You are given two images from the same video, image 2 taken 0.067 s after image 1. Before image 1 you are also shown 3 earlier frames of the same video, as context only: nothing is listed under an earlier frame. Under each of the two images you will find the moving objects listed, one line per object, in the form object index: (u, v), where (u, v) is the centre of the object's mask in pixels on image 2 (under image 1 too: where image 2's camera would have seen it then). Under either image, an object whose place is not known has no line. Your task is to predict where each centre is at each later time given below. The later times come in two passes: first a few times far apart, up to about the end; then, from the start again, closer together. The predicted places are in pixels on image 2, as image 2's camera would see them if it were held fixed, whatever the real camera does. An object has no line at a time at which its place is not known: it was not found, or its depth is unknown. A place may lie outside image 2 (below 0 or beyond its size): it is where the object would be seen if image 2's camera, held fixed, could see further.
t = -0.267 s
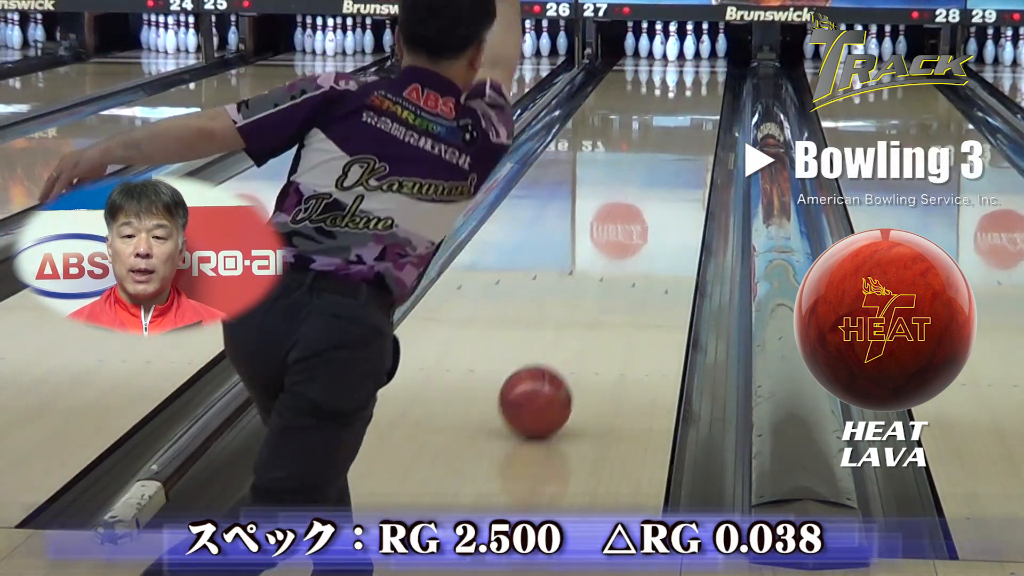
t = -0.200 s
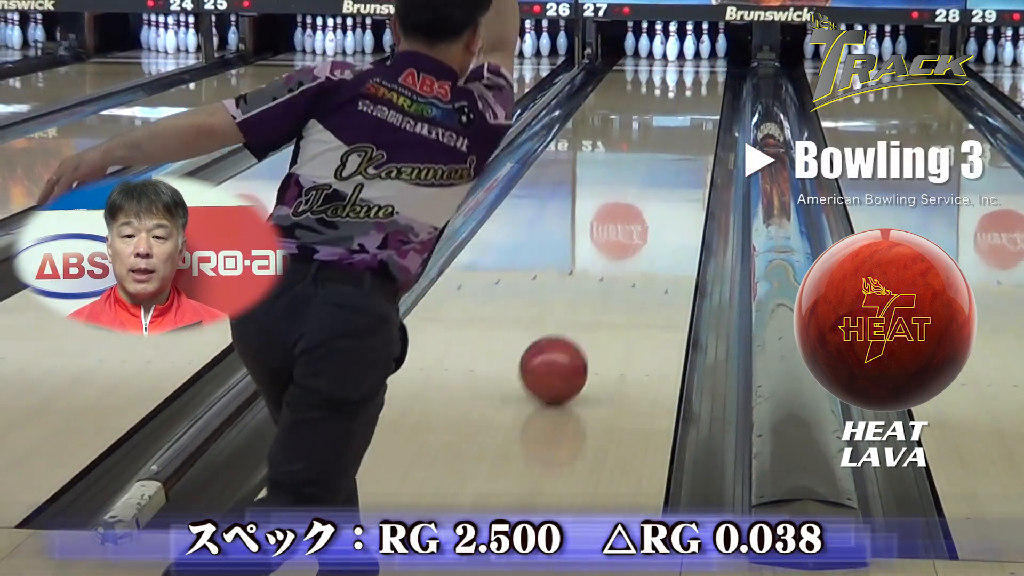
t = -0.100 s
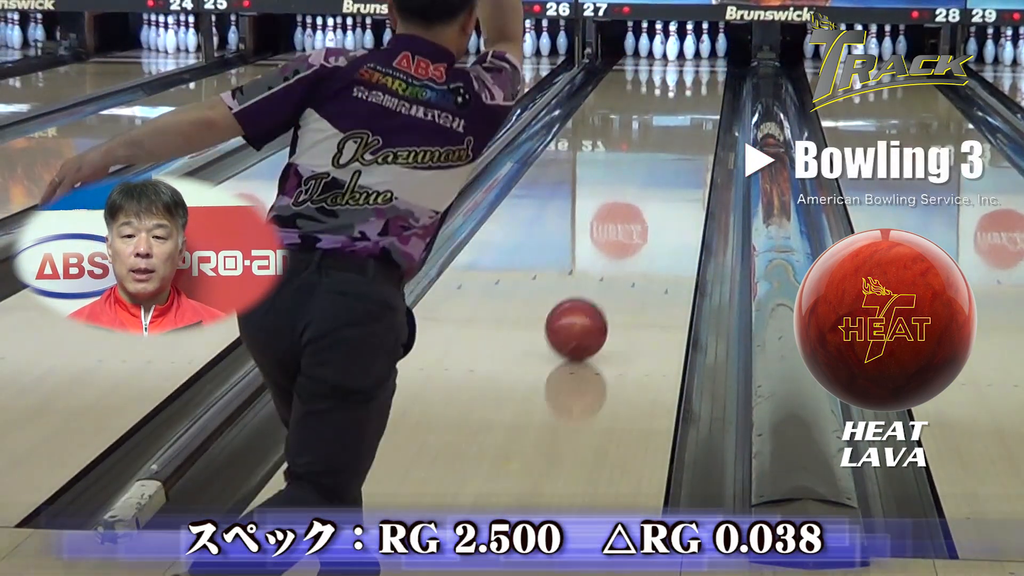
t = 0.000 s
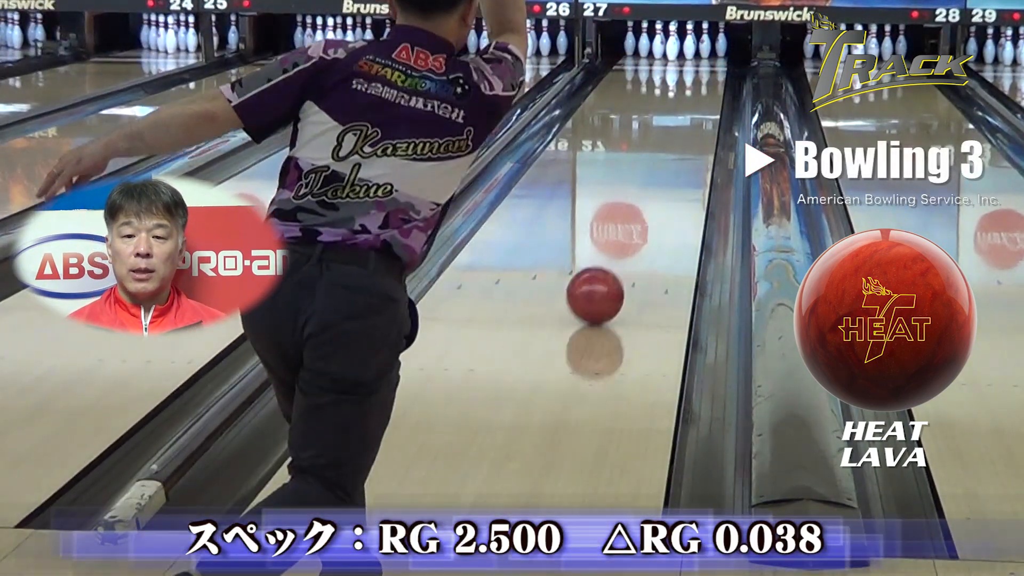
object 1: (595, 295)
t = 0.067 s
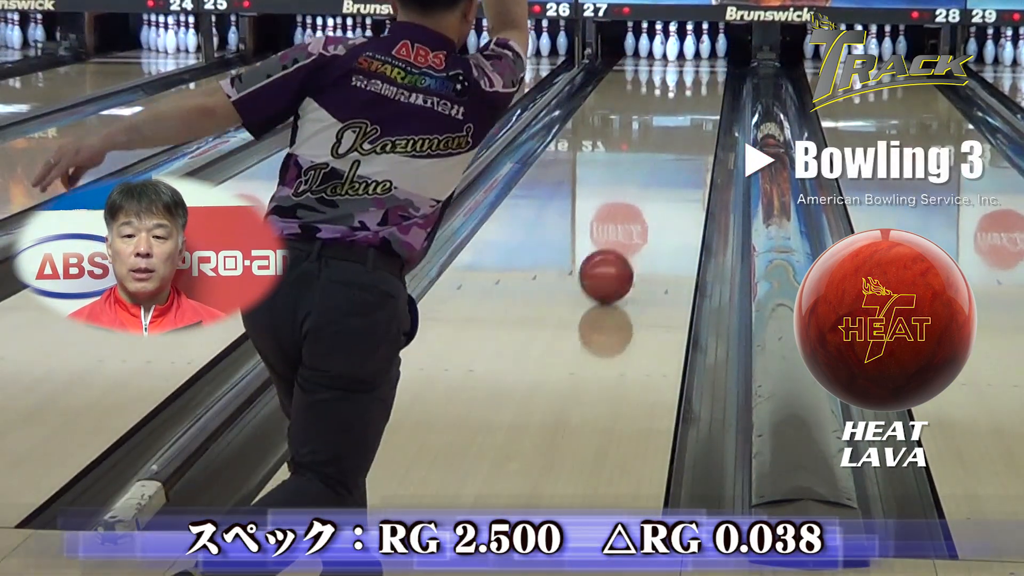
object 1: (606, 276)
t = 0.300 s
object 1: (636, 220)
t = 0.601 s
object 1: (661, 169)
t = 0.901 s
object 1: (676, 132)
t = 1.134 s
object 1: (684, 110)
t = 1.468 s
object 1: (689, 85)
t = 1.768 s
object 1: (688, 69)
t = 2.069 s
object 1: (682, 55)
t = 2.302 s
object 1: (680, 49)
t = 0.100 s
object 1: (611, 267)
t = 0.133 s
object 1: (616, 258)
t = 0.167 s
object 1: (620, 249)
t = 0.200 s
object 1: (624, 242)
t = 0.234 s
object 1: (628, 234)
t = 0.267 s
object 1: (632, 227)
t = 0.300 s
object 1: (636, 220)
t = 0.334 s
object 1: (639, 213)
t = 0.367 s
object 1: (642, 207)
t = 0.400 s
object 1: (645, 201)
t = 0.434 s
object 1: (648, 195)
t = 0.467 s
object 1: (651, 189)
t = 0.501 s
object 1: (654, 184)
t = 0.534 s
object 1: (656, 179)
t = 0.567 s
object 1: (659, 173)
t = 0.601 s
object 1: (661, 169)
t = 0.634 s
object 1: (663, 164)
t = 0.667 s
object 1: (665, 159)
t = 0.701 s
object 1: (667, 155)
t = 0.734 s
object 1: (669, 151)
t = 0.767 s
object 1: (670, 147)
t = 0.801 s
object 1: (672, 142)
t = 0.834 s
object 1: (674, 139)
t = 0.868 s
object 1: (675, 135)
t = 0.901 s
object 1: (676, 132)
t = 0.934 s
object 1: (678, 129)
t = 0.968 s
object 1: (679, 125)
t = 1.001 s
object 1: (680, 122)
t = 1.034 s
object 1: (681, 119)
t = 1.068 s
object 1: (682, 116)
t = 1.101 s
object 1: (683, 113)
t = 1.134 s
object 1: (684, 110)
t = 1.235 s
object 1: (686, 102)
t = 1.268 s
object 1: (686, 100)
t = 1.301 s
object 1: (687, 97)
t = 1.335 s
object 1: (688, 94)
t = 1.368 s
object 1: (688, 91)
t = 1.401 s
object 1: (689, 89)
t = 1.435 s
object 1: (688, 87)
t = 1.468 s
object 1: (689, 85)
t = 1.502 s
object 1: (689, 83)
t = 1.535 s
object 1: (689, 81)
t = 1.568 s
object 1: (689, 79)
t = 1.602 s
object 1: (689, 77)
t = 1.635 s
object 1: (688, 75)
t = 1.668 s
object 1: (689, 73)
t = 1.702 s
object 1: (688, 72)
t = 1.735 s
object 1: (688, 70)
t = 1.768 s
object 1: (688, 69)
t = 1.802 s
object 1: (688, 67)
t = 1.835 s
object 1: (687, 66)
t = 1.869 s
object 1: (687, 64)
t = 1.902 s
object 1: (686, 63)
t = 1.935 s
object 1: (685, 61)
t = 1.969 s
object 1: (684, 60)
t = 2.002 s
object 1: (683, 58)
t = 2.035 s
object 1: (683, 57)
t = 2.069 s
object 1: (682, 55)
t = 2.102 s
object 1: (681, 54)
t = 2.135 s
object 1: (680, 53)
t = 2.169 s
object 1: (679, 52)
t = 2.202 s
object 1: (680, 51)
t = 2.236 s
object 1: (680, 50)
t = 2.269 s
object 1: (680, 50)
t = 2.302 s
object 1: (680, 49)
